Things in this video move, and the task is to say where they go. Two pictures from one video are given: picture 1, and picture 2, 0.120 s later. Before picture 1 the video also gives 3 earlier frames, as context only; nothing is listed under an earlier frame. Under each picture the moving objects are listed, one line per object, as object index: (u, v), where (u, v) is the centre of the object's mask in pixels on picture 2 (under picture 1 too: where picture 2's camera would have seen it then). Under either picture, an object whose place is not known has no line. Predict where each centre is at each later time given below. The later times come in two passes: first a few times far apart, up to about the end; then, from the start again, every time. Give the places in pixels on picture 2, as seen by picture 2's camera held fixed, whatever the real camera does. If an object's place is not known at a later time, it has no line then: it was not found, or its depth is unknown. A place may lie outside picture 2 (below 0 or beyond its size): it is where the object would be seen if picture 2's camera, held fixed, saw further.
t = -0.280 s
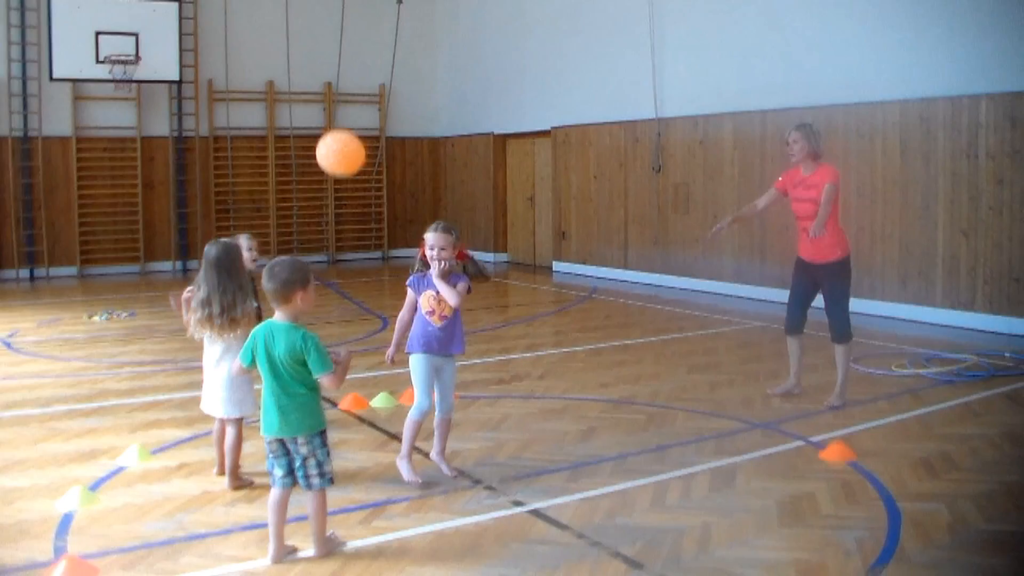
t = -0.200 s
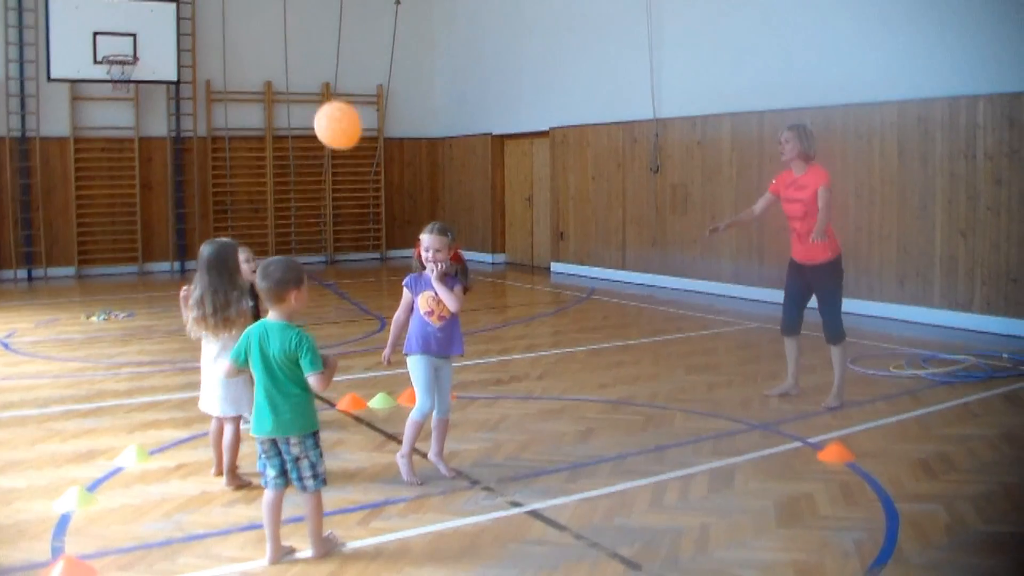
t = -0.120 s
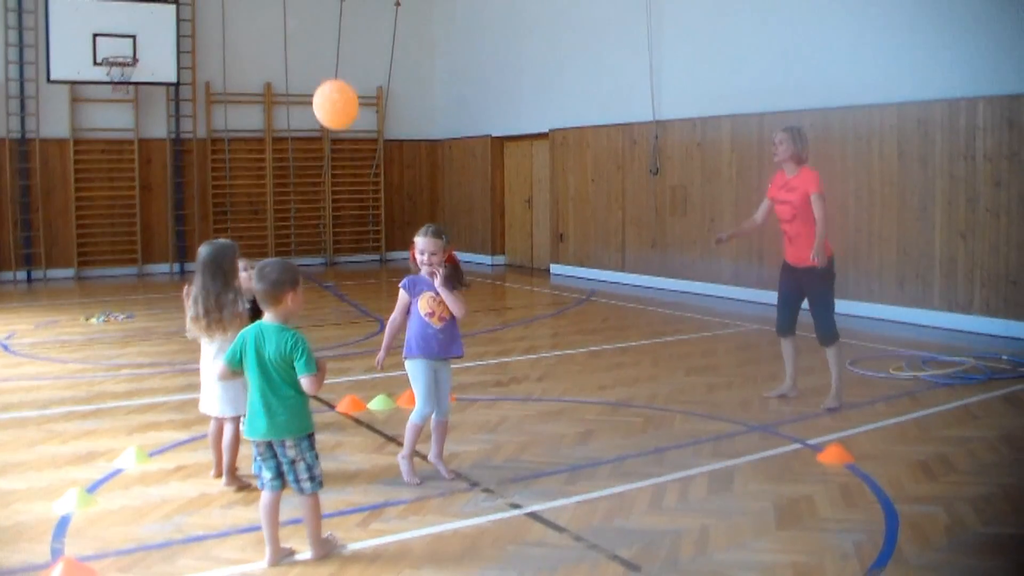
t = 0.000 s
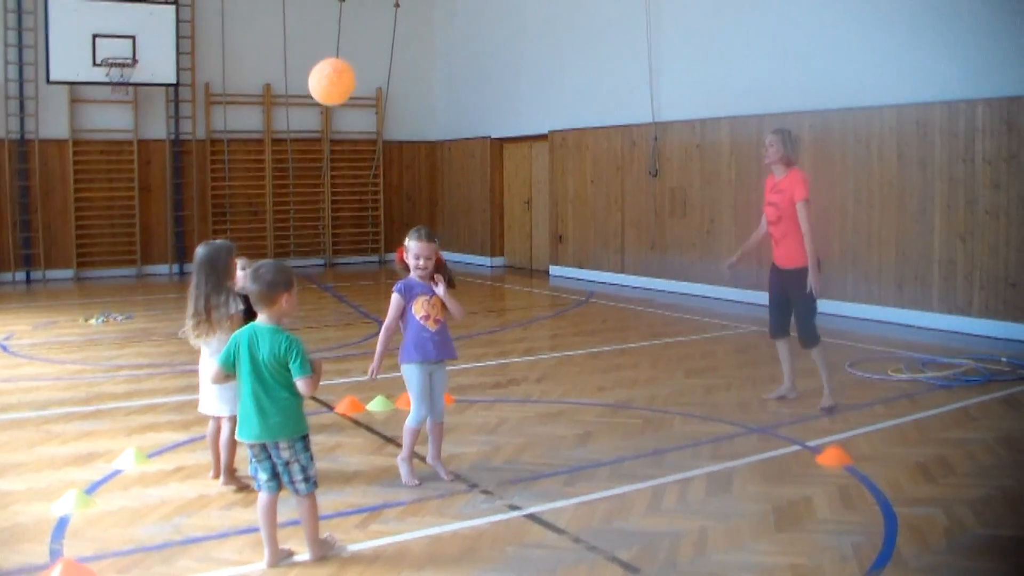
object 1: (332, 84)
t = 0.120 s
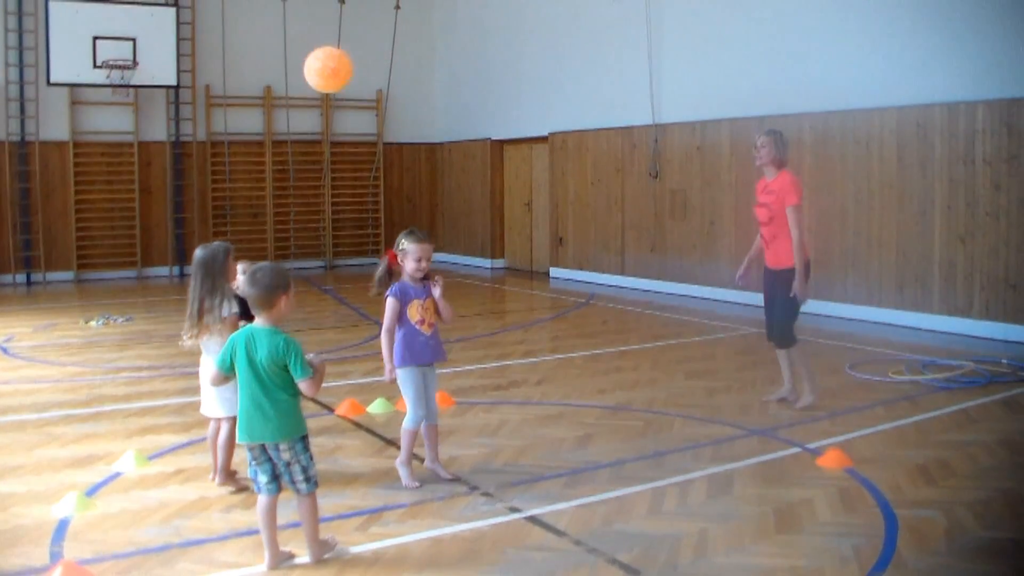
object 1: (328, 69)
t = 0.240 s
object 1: (323, 63)
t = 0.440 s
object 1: (316, 68)
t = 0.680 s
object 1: (309, 105)
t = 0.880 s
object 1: (301, 158)
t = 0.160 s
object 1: (326, 67)
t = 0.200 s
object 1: (325, 64)
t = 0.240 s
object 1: (323, 63)
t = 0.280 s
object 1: (322, 63)
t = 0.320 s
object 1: (321, 63)
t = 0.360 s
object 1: (319, 64)
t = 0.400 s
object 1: (317, 66)
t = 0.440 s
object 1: (316, 68)
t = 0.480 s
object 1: (315, 72)
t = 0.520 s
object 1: (314, 76)
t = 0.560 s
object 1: (313, 82)
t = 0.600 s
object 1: (312, 89)
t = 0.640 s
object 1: (310, 96)
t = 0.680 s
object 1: (309, 105)
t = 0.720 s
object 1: (308, 115)
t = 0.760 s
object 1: (306, 125)
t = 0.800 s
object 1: (305, 135)
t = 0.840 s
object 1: (303, 146)
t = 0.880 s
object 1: (301, 158)
